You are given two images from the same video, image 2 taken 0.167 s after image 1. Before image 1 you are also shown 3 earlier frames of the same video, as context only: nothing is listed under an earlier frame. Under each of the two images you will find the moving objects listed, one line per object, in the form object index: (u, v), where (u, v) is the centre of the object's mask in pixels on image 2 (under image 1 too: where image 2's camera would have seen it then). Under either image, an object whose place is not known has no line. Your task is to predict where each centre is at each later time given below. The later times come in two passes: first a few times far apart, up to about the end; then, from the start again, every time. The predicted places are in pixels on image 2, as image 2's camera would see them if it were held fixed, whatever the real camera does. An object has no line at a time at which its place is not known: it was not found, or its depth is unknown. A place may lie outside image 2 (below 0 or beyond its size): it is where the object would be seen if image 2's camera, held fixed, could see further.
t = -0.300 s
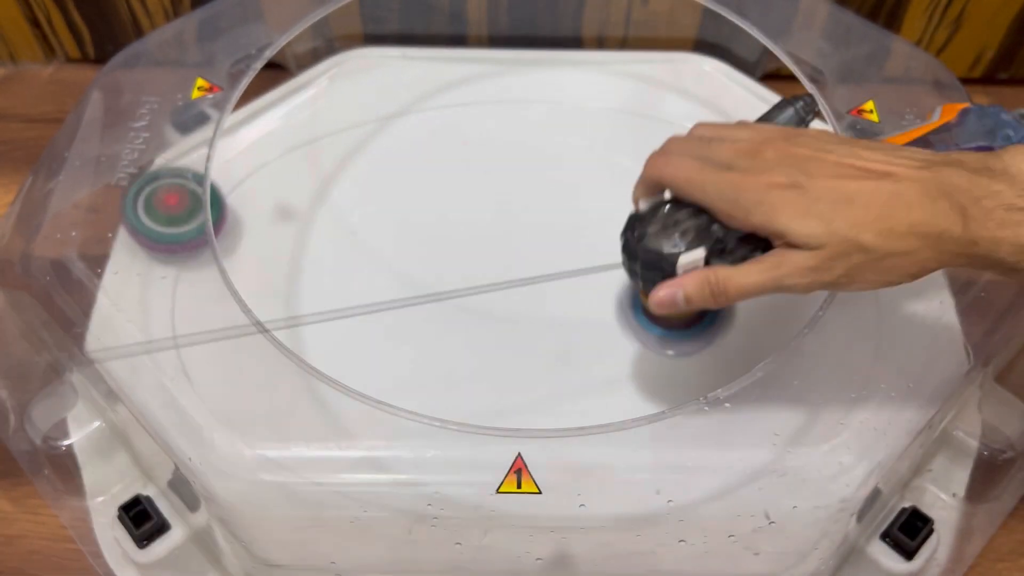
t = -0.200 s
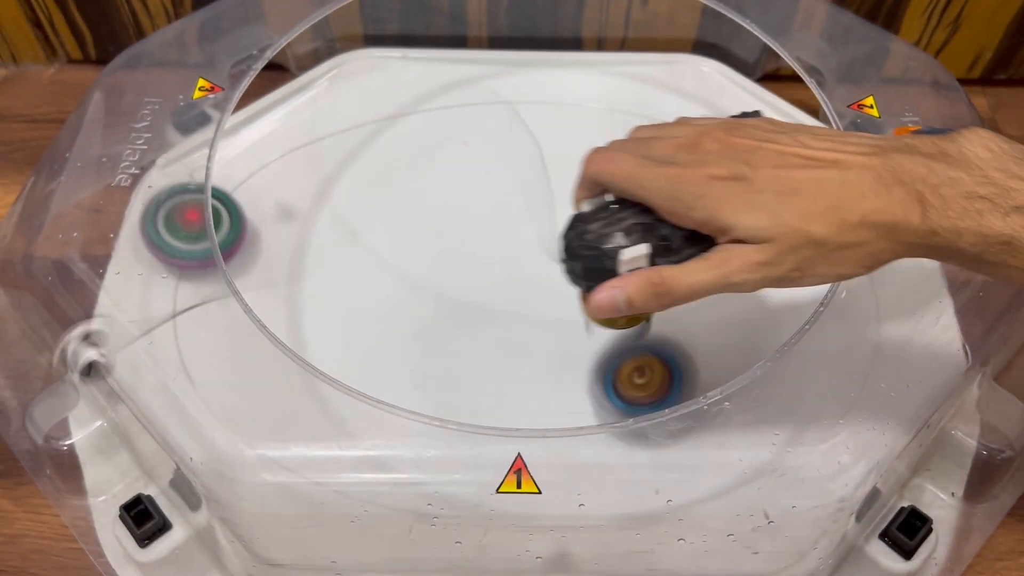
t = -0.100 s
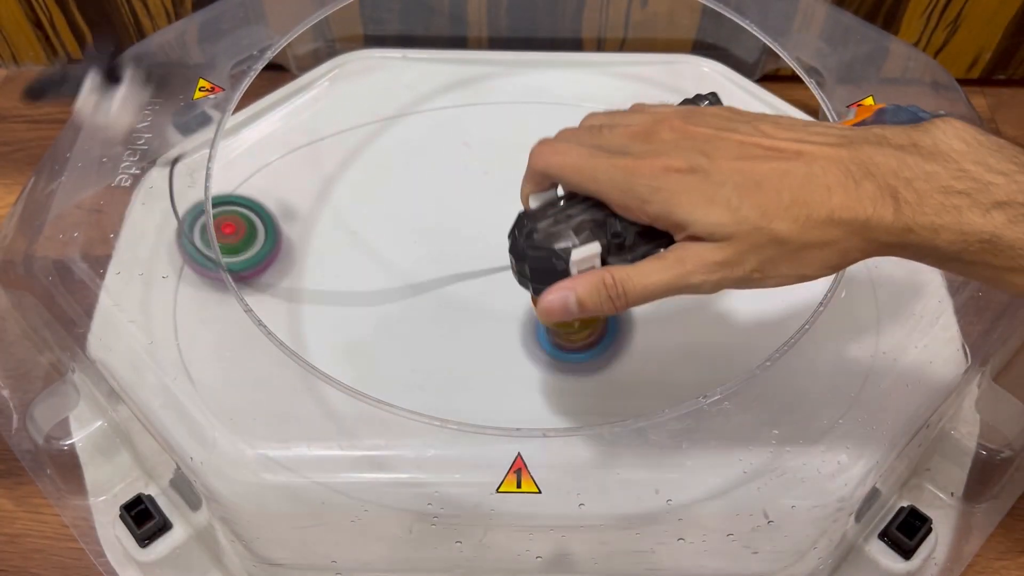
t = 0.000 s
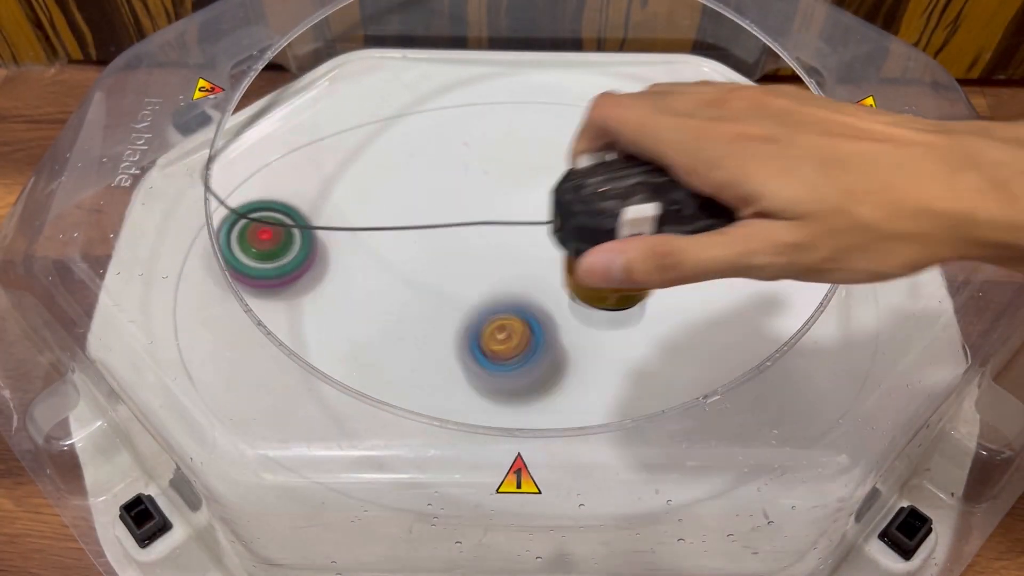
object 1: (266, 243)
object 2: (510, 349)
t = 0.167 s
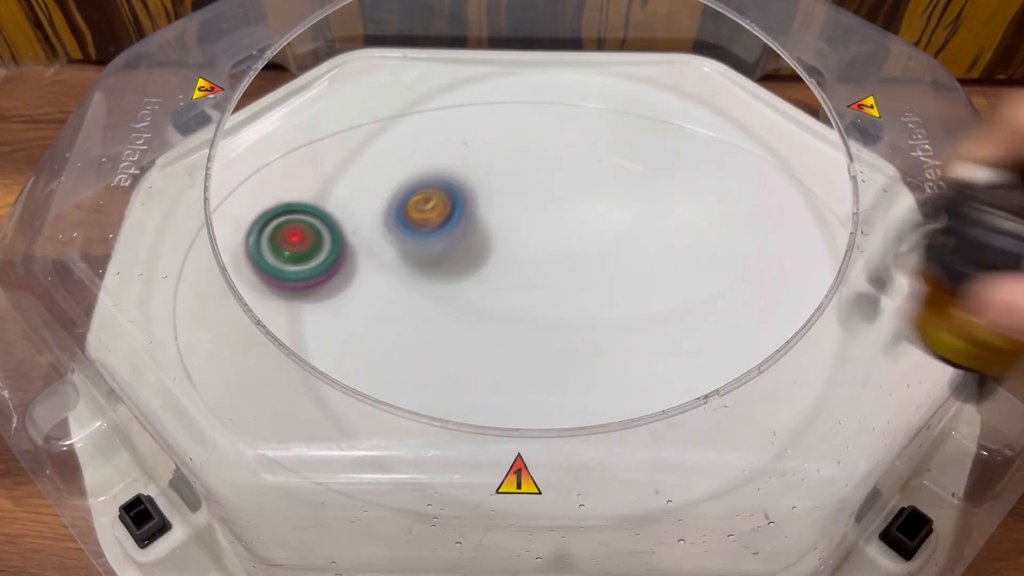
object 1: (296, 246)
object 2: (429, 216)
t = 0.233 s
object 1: (282, 252)
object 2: (468, 165)
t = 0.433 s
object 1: (334, 268)
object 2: (601, 74)
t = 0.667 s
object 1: (413, 263)
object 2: (770, 146)
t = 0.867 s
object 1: (490, 265)
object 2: (839, 222)
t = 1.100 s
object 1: (565, 241)
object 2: (698, 359)
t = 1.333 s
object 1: (608, 216)
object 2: (380, 350)
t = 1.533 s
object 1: (632, 202)
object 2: (243, 190)
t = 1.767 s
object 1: (643, 197)
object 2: (399, 102)
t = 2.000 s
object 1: (648, 203)
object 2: (591, 127)
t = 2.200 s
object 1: (855, 391)
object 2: (553, 82)
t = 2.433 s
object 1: (622, 294)
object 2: (563, 232)
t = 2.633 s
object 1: (632, 379)
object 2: (400, 241)
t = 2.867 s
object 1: (744, 441)
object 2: (250, 212)
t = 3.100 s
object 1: (836, 446)
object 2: (288, 227)
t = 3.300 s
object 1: (831, 412)
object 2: (326, 269)
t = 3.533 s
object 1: (806, 384)
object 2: (256, 304)
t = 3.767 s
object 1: (769, 370)
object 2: (204, 290)
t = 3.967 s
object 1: (711, 345)
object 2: (236, 279)
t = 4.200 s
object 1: (629, 315)
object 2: (288, 310)
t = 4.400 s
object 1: (545, 286)
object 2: (293, 342)
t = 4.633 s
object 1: (445, 268)
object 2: (333, 353)
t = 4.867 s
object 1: (354, 251)
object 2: (461, 349)
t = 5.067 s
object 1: (280, 244)
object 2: (550, 385)
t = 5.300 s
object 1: (231, 244)
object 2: (550, 434)
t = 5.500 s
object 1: (213, 256)
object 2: (514, 366)
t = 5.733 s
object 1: (237, 271)
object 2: (615, 292)
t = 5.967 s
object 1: (288, 279)
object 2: (766, 269)
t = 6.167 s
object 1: (352, 281)
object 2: (874, 303)
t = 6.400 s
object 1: (425, 273)
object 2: (800, 345)
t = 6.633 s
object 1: (504, 278)
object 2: (679, 285)
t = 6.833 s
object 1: (568, 268)
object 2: (691, 222)
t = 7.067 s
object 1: (631, 255)
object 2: (772, 195)
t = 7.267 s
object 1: (673, 252)
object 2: (800, 236)
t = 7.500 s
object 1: (489, 264)
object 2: (877, 312)
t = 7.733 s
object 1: (416, 310)
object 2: (761, 373)
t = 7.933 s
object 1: (418, 362)
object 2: (614, 367)
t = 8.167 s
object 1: (455, 391)
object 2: (487, 297)
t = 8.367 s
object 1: (495, 401)
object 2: (471, 215)
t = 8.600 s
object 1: (545, 396)
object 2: (541, 161)
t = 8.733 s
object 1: (568, 379)
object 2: (598, 175)
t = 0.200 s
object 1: (285, 250)
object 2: (449, 184)
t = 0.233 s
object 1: (282, 252)
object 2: (468, 165)
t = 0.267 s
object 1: (288, 255)
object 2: (486, 135)
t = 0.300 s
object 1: (296, 258)
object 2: (506, 106)
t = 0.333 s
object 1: (305, 261)
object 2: (526, 85)
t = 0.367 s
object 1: (314, 263)
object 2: (549, 58)
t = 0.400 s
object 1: (324, 266)
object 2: (575, 60)
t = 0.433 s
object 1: (334, 268)
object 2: (601, 74)
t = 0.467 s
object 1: (345, 269)
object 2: (627, 86)
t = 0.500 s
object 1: (357, 269)
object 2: (652, 97)
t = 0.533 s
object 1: (368, 268)
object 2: (679, 108)
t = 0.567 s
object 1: (378, 267)
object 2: (705, 121)
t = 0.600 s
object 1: (389, 266)
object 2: (729, 131)
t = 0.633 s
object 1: (401, 264)
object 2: (752, 139)
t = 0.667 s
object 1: (413, 263)
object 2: (770, 146)
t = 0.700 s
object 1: (426, 263)
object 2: (787, 154)
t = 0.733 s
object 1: (439, 263)
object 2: (798, 164)
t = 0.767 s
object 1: (451, 264)
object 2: (806, 172)
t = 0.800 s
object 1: (464, 264)
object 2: (814, 184)
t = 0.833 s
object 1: (477, 265)
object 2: (831, 202)
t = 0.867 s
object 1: (490, 265)
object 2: (839, 222)
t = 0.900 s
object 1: (503, 264)
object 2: (842, 241)
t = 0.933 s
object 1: (515, 262)
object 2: (836, 267)
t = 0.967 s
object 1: (526, 259)
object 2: (825, 291)
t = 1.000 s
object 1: (538, 256)
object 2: (806, 314)
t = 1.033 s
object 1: (547, 251)
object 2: (778, 336)
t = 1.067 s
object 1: (556, 246)
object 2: (745, 355)
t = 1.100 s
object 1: (565, 241)
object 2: (698, 359)
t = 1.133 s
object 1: (573, 237)
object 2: (656, 373)
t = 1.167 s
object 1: (579, 233)
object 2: (611, 380)
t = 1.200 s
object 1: (586, 229)
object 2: (564, 385)
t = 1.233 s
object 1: (592, 226)
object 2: (516, 384)
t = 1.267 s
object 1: (598, 223)
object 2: (468, 377)
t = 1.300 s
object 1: (604, 220)
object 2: (423, 366)
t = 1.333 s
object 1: (608, 216)
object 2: (380, 350)
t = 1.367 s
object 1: (613, 214)
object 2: (342, 330)
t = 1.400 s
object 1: (617, 211)
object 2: (309, 306)
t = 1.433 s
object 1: (621, 208)
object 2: (282, 280)
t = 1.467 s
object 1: (625, 206)
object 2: (255, 249)
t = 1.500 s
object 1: (629, 204)
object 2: (244, 220)
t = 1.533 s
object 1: (632, 202)
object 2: (243, 190)
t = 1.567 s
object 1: (634, 201)
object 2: (248, 165)
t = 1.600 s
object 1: (636, 199)
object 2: (266, 144)
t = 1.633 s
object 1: (638, 198)
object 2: (296, 136)
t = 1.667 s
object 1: (639, 198)
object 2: (321, 123)
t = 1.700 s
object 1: (641, 197)
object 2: (347, 116)
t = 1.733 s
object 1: (642, 197)
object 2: (372, 104)
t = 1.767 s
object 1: (643, 197)
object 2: (399, 102)
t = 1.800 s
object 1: (644, 197)
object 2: (428, 100)
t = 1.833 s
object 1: (644, 198)
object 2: (455, 99)
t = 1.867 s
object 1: (645, 199)
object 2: (482, 98)
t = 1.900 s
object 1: (646, 200)
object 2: (508, 102)
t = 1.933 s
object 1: (646, 200)
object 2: (536, 108)
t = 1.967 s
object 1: (647, 202)
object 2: (563, 115)
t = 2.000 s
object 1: (648, 203)
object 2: (591, 127)
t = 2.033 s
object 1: (664, 223)
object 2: (605, 128)
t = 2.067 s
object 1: (713, 282)
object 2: (589, 87)
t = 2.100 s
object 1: (765, 338)
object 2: (578, 59)
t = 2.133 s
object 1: (819, 391)
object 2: (567, 53)
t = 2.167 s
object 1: (864, 421)
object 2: (558, 72)
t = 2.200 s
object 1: (855, 391)
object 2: (553, 82)
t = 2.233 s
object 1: (824, 369)
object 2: (553, 114)
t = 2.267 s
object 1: (787, 357)
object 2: (556, 130)
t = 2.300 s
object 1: (748, 355)
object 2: (560, 151)
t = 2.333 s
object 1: (710, 365)
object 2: (566, 170)
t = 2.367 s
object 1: (680, 344)
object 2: (571, 192)
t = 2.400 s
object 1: (651, 312)
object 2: (570, 214)
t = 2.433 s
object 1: (622, 294)
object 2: (563, 232)
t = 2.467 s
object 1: (597, 290)
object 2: (544, 246)
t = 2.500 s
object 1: (600, 313)
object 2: (520, 250)
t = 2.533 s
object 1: (606, 346)
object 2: (484, 248)
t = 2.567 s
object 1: (616, 350)
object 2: (453, 245)
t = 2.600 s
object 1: (625, 363)
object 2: (425, 244)
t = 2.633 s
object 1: (632, 379)
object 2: (400, 241)
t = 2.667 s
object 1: (645, 379)
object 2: (375, 239)
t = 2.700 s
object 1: (660, 390)
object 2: (351, 238)
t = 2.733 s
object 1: (677, 415)
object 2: (325, 231)
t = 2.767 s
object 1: (695, 417)
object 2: (305, 228)
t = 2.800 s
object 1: (709, 428)
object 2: (286, 224)
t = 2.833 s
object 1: (727, 432)
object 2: (264, 220)
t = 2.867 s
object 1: (744, 441)
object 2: (250, 212)
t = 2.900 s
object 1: (759, 446)
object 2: (233, 206)
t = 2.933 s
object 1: (776, 451)
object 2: (216, 198)
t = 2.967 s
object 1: (789, 448)
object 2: (218, 197)
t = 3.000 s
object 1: (802, 446)
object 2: (243, 208)
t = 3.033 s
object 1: (813, 446)
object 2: (252, 210)
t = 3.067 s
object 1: (826, 447)
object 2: (268, 216)
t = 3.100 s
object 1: (836, 446)
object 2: (288, 227)
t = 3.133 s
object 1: (842, 445)
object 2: (300, 232)
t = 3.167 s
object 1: (840, 438)
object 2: (311, 239)
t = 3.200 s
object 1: (838, 431)
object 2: (320, 247)
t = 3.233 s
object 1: (836, 425)
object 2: (321, 249)
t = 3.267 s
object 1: (833, 417)
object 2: (322, 258)
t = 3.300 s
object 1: (831, 412)
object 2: (326, 269)
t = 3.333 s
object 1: (827, 404)
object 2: (323, 276)
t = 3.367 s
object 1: (823, 397)
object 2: (317, 283)
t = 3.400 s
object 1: (818, 391)
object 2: (304, 285)
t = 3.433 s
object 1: (816, 386)
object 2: (294, 290)
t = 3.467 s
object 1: (811, 385)
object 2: (288, 298)
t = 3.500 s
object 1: (808, 384)
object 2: (273, 301)
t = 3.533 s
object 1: (806, 384)
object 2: (256, 304)
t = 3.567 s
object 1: (802, 384)
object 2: (234, 304)
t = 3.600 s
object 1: (803, 387)
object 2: (214, 303)
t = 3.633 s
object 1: (800, 385)
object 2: (196, 300)
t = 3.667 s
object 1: (789, 380)
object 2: (173, 297)
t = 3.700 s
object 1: (783, 377)
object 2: (183, 298)
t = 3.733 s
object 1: (777, 374)
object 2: (194, 293)
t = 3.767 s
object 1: (769, 370)
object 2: (204, 290)
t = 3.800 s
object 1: (757, 364)
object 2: (211, 287)
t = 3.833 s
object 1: (752, 363)
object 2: (221, 285)
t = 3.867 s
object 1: (742, 358)
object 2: (226, 280)
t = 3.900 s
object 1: (725, 348)
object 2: (230, 279)
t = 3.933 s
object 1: (718, 347)
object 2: (232, 277)
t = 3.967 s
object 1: (711, 345)
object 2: (236, 279)
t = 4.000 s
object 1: (702, 342)
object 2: (242, 280)
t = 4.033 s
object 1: (691, 338)
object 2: (253, 286)
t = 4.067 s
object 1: (679, 333)
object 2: (262, 290)
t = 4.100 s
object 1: (668, 328)
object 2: (269, 292)
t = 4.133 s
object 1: (655, 324)
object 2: (275, 296)
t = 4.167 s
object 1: (643, 319)
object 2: (283, 302)
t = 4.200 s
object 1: (629, 315)
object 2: (288, 310)
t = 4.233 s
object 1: (615, 310)
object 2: (291, 315)
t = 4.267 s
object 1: (601, 305)
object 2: (294, 321)
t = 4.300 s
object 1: (587, 300)
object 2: (295, 328)
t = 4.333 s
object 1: (573, 295)
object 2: (295, 334)
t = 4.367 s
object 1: (559, 290)
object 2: (294, 338)
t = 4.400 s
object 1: (545, 286)
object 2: (293, 342)
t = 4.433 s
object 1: (530, 282)
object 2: (294, 346)
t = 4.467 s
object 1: (515, 278)
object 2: (295, 349)
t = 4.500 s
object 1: (500, 275)
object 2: (299, 351)
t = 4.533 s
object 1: (486, 273)
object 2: (305, 352)
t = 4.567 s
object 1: (472, 271)
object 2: (311, 352)
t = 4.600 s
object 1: (458, 270)
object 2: (322, 354)
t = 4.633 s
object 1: (445, 268)
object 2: (333, 353)
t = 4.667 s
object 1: (432, 266)
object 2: (348, 350)
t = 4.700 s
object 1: (419, 265)
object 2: (362, 349)
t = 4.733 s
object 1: (406, 262)
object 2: (376, 349)
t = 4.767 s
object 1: (394, 259)
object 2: (396, 348)
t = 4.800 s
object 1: (380, 256)
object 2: (419, 347)
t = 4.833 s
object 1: (367, 254)
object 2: (440, 347)
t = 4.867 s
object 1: (354, 251)
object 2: (461, 349)
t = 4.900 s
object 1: (340, 249)
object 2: (482, 353)
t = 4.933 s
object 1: (327, 247)
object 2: (499, 357)
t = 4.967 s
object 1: (315, 246)
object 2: (514, 363)
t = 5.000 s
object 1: (302, 245)
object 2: (528, 370)
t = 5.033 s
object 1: (291, 244)
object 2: (540, 378)
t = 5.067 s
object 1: (280, 244)
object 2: (550, 385)
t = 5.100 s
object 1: (271, 243)
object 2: (557, 390)
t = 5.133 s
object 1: (264, 243)
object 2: (562, 394)
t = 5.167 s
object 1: (258, 242)
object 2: (564, 398)
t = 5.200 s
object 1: (249, 242)
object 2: (568, 422)
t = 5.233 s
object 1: (252, 241)
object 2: (565, 429)
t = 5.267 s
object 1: (237, 242)
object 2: (559, 433)
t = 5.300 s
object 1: (231, 244)
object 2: (550, 434)
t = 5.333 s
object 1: (226, 245)
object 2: (531, 407)
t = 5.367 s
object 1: (222, 246)
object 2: (519, 404)
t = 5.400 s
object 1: (219, 249)
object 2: (511, 398)
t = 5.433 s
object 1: (218, 250)
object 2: (509, 391)
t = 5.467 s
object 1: (214, 254)
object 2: (510, 381)
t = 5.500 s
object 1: (213, 256)
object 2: (514, 366)
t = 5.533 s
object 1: (214, 259)
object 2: (522, 352)
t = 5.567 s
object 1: (215, 261)
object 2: (532, 337)
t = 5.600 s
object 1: (216, 264)
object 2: (545, 324)
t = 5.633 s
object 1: (224, 264)
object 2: (559, 312)
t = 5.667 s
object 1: (226, 267)
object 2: (576, 303)
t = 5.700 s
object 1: (231, 269)
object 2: (596, 296)
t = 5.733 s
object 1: (237, 271)
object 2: (615, 292)
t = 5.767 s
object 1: (243, 271)
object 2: (634, 287)
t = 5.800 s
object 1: (250, 272)
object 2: (656, 283)
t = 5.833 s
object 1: (257, 273)
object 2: (676, 277)
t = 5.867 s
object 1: (270, 272)
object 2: (699, 274)
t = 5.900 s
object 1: (275, 274)
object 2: (721, 271)
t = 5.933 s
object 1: (280, 277)
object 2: (743, 269)
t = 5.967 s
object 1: (288, 279)
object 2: (766, 269)
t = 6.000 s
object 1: (297, 281)
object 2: (787, 269)
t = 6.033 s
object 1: (307, 282)
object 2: (805, 273)
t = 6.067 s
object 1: (319, 282)
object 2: (826, 282)
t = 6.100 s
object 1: (330, 282)
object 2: (843, 287)
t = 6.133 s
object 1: (341, 282)
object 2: (860, 295)
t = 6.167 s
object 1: (352, 281)
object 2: (874, 303)
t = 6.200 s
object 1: (362, 280)
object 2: (881, 310)
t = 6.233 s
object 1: (373, 278)
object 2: (868, 319)
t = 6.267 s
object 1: (384, 276)
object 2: (854, 327)
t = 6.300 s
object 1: (393, 275)
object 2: (843, 333)
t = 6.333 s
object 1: (403, 274)
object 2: (832, 340)
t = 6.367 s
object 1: (414, 273)
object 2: (819, 346)
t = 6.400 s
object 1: (425, 273)
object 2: (800, 345)
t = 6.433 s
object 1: (436, 273)
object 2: (779, 342)
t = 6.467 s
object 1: (447, 273)
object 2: (749, 329)
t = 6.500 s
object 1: (458, 275)
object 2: (735, 327)
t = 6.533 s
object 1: (470, 276)
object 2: (718, 321)
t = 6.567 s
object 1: (481, 278)
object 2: (703, 311)
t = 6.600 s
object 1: (493, 278)
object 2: (690, 299)
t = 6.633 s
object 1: (504, 278)
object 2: (679, 285)
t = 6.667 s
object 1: (515, 277)
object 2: (673, 273)
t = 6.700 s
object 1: (525, 276)
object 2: (671, 260)
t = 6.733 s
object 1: (536, 275)
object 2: (671, 248)
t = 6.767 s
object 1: (547, 273)
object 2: (676, 238)
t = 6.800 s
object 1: (558, 270)
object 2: (683, 229)
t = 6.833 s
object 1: (568, 268)
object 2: (691, 222)
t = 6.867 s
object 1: (578, 266)
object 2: (702, 214)
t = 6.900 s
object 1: (587, 263)
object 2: (712, 208)
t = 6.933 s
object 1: (596, 261)
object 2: (725, 205)
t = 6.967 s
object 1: (605, 259)
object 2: (736, 200)
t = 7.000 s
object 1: (614, 257)
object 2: (747, 197)
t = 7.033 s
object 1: (622, 256)
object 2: (760, 195)
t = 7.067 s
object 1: (631, 255)
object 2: (772, 195)
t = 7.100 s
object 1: (639, 253)
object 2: (784, 197)
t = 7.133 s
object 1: (646, 252)
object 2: (792, 200)
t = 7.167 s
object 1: (653, 252)
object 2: (801, 207)
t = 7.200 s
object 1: (661, 252)
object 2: (805, 214)
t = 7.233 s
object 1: (667, 251)
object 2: (804, 226)
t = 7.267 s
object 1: (673, 252)
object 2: (800, 236)
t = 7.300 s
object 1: (679, 252)
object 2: (794, 248)
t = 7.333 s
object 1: (683, 253)
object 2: (787, 260)
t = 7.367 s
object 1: (638, 255)
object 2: (806, 262)
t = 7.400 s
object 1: (595, 257)
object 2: (847, 280)
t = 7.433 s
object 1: (556, 259)
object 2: (875, 293)
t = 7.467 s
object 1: (520, 261)
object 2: (879, 302)
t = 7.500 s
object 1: (489, 264)
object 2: (877, 312)
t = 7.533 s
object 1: (463, 267)
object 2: (873, 324)
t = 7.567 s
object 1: (443, 272)
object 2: (860, 335)
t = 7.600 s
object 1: (431, 277)
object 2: (846, 348)
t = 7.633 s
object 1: (423, 284)
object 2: (830, 358)
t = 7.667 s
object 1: (419, 293)
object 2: (810, 365)
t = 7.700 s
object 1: (418, 302)
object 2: (787, 371)
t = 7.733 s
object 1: (416, 310)
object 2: (761, 373)
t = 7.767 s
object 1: (414, 319)
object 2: (738, 376)
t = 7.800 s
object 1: (414, 329)
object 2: (713, 376)
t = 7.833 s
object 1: (414, 338)
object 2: (688, 379)
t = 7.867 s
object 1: (413, 347)
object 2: (663, 378)
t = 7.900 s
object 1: (414, 354)
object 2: (638, 372)
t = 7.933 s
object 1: (418, 362)
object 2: (614, 367)
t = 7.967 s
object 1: (422, 368)
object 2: (591, 360)
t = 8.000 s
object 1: (426, 373)
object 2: (569, 354)
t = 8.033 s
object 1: (431, 378)
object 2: (546, 342)
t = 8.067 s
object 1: (437, 382)
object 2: (527, 331)
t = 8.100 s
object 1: (442, 386)
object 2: (511, 321)
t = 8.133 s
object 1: (448, 389)
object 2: (498, 309)
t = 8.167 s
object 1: (455, 391)
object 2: (487, 297)
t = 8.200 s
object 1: (461, 393)
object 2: (477, 280)
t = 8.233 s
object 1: (468, 395)
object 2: (474, 268)
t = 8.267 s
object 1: (474, 397)
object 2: (470, 254)
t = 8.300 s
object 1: (481, 398)
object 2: (468, 239)
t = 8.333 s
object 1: (487, 400)
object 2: (468, 226)
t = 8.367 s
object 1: (495, 401)
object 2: (471, 215)
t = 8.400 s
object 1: (499, 414)
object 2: (473, 198)
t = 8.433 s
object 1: (508, 415)
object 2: (479, 189)
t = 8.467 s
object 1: (517, 402)
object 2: (490, 180)
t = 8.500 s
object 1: (525, 401)
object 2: (504, 179)
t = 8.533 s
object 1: (532, 400)
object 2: (514, 167)
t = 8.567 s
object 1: (539, 398)
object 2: (528, 163)
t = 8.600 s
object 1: (545, 396)
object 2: (541, 161)
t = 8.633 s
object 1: (551, 393)
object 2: (556, 161)
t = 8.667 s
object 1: (557, 388)
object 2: (570, 165)
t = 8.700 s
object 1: (562, 385)
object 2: (585, 168)
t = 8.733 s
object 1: (568, 379)
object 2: (598, 175)
